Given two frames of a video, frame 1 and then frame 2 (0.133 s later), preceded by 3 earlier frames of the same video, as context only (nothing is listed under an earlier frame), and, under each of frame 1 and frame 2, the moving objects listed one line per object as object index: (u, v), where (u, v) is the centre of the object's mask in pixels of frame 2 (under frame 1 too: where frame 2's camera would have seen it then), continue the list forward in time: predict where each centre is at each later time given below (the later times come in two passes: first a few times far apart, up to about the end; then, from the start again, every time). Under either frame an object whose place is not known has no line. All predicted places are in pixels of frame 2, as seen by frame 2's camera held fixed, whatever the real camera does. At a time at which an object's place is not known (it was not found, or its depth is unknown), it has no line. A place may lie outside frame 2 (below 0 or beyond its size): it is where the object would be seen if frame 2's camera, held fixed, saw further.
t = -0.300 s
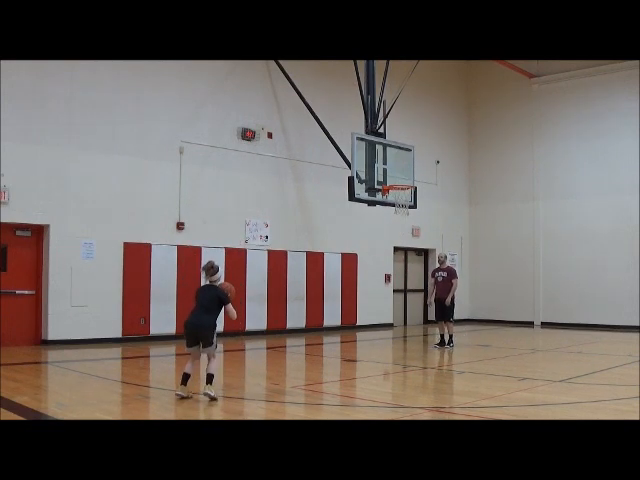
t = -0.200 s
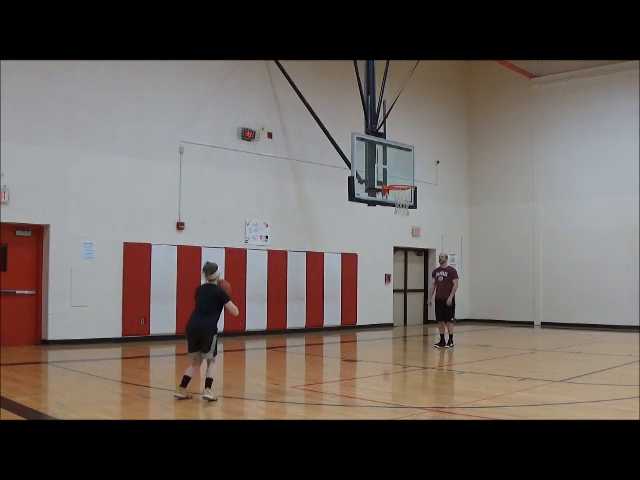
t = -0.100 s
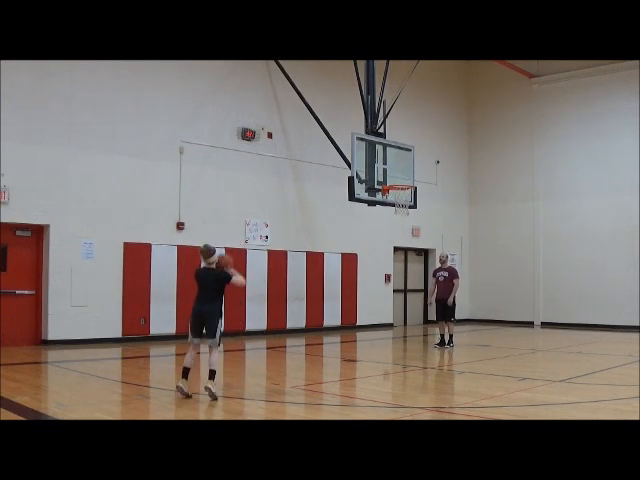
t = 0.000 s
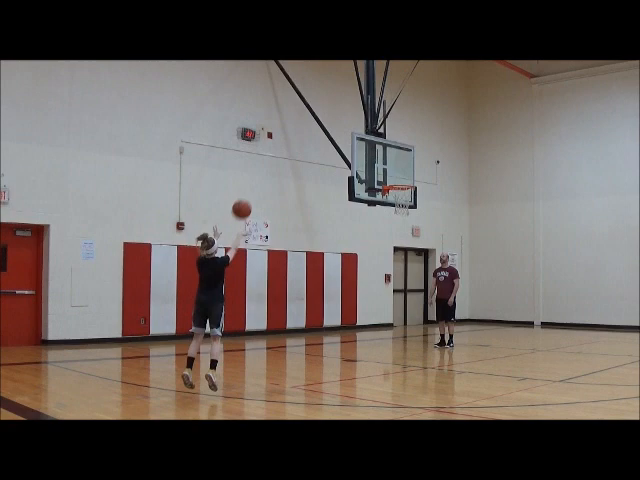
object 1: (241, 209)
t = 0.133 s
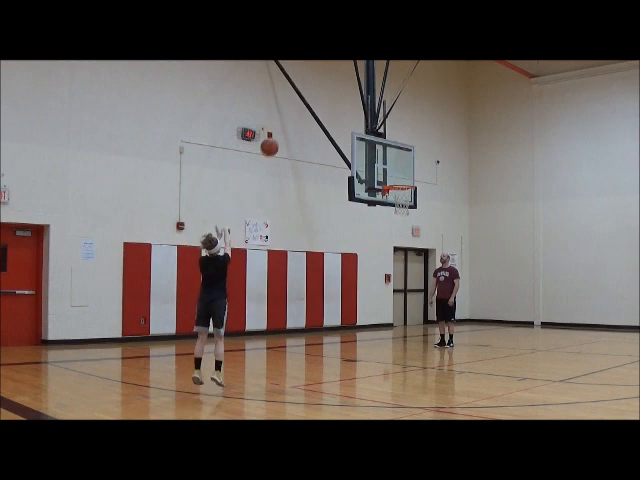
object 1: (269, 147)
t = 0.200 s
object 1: (282, 124)
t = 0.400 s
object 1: (314, 82)
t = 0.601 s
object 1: (340, 71)
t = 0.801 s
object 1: (363, 84)
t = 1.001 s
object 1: (383, 117)
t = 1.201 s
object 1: (400, 166)
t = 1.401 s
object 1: (400, 215)
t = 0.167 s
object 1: (275, 135)
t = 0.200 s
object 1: (282, 124)
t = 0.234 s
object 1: (287, 115)
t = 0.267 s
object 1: (293, 106)
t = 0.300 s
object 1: (298, 99)
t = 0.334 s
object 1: (304, 92)
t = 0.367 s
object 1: (309, 86)
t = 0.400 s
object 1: (314, 82)
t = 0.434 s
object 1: (319, 78)
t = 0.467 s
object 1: (323, 75)
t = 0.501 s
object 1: (328, 73)
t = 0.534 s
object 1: (332, 72)
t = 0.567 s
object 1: (336, 71)
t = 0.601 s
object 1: (340, 71)
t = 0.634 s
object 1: (344, 72)
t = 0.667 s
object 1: (348, 73)
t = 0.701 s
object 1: (352, 75)
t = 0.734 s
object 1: (356, 77)
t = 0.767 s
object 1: (360, 80)
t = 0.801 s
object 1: (363, 84)
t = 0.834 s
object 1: (367, 88)
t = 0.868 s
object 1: (370, 93)
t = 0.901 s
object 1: (373, 98)
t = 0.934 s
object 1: (376, 104)
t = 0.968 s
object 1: (379, 110)
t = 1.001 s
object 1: (383, 117)
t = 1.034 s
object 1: (386, 124)
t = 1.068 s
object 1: (389, 132)
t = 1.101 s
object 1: (392, 139)
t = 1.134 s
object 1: (394, 148)
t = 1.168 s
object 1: (397, 157)
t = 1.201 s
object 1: (400, 166)
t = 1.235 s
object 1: (402, 176)
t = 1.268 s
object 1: (405, 186)
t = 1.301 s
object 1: (405, 194)
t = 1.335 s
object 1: (403, 202)
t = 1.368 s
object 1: (402, 208)
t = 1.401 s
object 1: (400, 215)
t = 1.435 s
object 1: (398, 221)
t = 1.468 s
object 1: (396, 229)
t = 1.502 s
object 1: (395, 237)
